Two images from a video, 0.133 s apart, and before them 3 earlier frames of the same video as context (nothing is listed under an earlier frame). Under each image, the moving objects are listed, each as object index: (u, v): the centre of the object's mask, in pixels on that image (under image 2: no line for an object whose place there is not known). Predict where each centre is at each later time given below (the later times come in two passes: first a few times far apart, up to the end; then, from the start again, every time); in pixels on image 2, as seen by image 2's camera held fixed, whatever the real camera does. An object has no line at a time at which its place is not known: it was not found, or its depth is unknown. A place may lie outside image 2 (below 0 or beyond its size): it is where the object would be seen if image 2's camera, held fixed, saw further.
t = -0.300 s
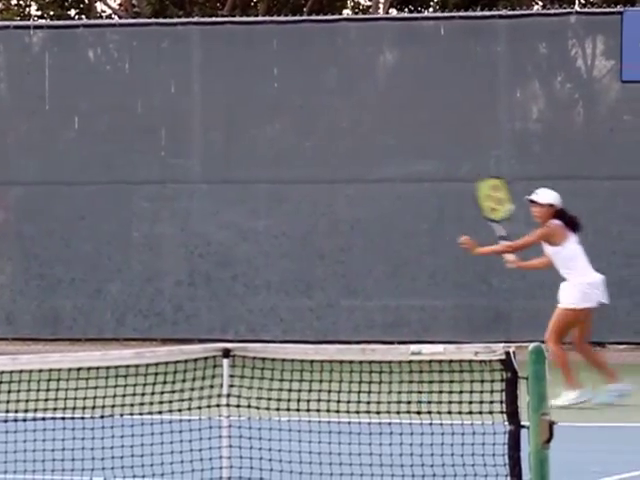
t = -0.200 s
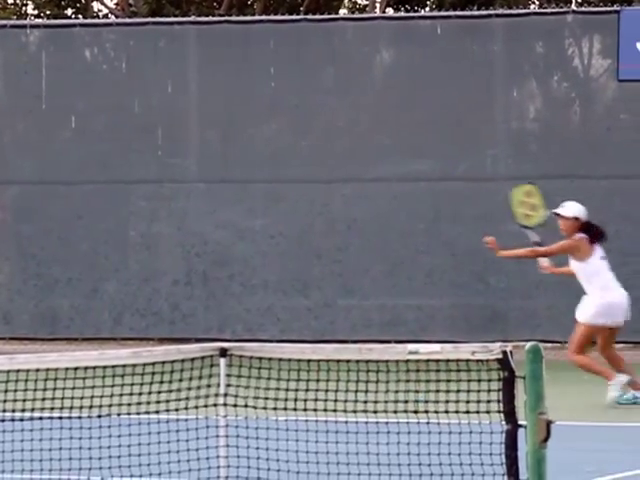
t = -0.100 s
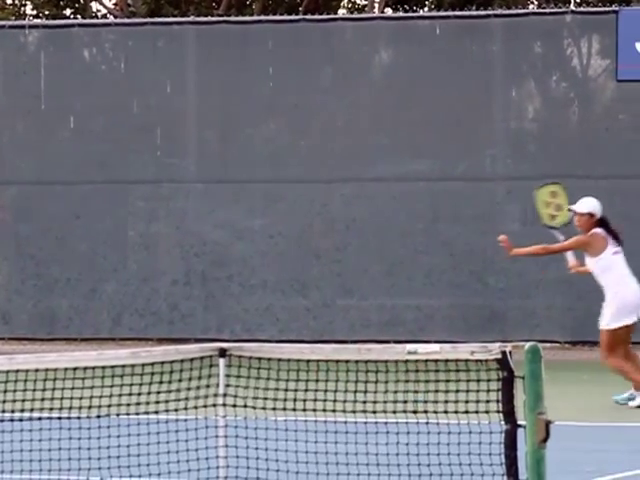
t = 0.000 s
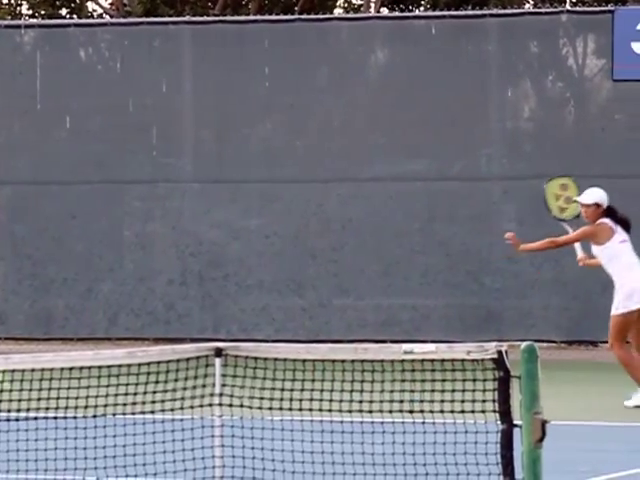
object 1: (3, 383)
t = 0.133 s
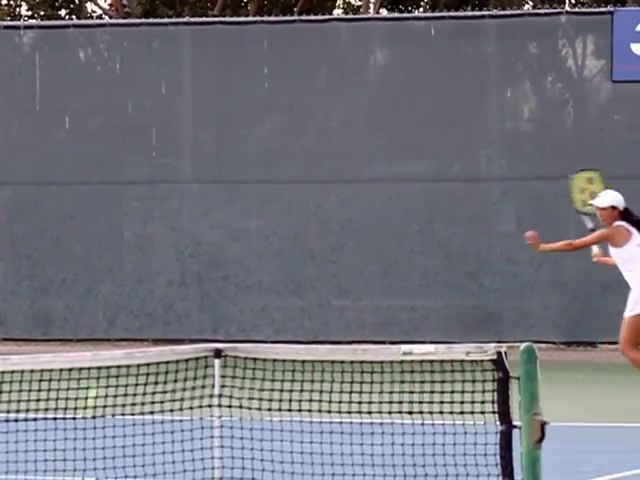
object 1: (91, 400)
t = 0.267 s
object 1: (157, 277)
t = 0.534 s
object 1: (277, 132)
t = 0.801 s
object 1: (383, 110)
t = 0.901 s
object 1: (419, 130)
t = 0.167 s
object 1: (103, 375)
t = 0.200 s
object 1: (125, 333)
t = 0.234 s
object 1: (141, 305)
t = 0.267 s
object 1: (157, 277)
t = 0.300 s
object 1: (172, 252)
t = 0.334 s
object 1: (188, 228)
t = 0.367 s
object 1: (203, 207)
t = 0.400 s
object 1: (218, 188)
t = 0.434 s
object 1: (233, 171)
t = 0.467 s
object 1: (248, 156)
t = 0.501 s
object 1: (262, 143)
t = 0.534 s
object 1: (277, 132)
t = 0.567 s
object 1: (291, 123)
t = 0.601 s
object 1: (304, 116)
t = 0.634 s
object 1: (318, 110)
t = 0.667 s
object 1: (331, 107)
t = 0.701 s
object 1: (344, 105)
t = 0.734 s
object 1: (357, 105)
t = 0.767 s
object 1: (370, 106)
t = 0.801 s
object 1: (383, 110)
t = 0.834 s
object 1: (395, 115)
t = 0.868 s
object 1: (407, 122)
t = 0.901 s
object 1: (419, 130)
